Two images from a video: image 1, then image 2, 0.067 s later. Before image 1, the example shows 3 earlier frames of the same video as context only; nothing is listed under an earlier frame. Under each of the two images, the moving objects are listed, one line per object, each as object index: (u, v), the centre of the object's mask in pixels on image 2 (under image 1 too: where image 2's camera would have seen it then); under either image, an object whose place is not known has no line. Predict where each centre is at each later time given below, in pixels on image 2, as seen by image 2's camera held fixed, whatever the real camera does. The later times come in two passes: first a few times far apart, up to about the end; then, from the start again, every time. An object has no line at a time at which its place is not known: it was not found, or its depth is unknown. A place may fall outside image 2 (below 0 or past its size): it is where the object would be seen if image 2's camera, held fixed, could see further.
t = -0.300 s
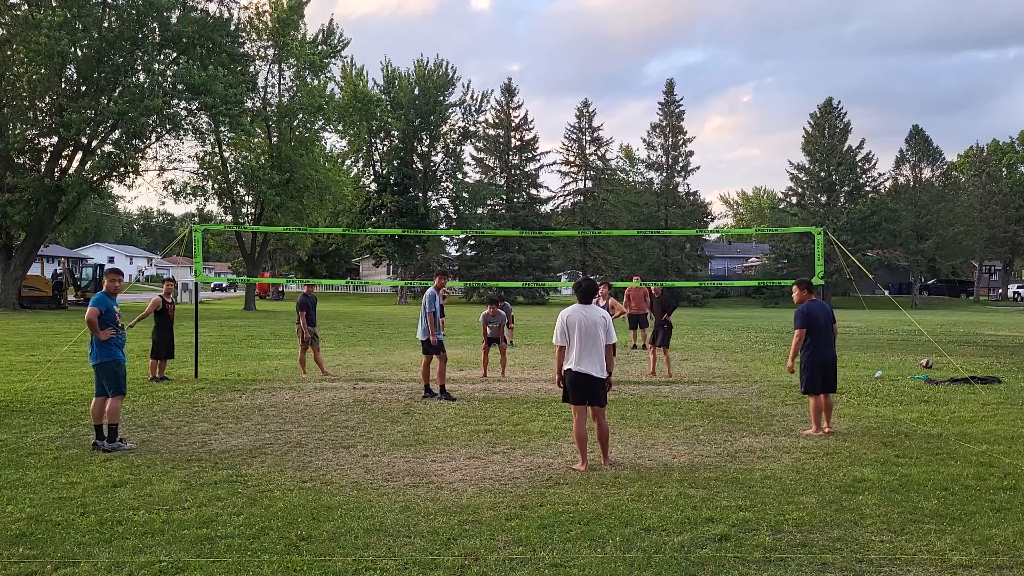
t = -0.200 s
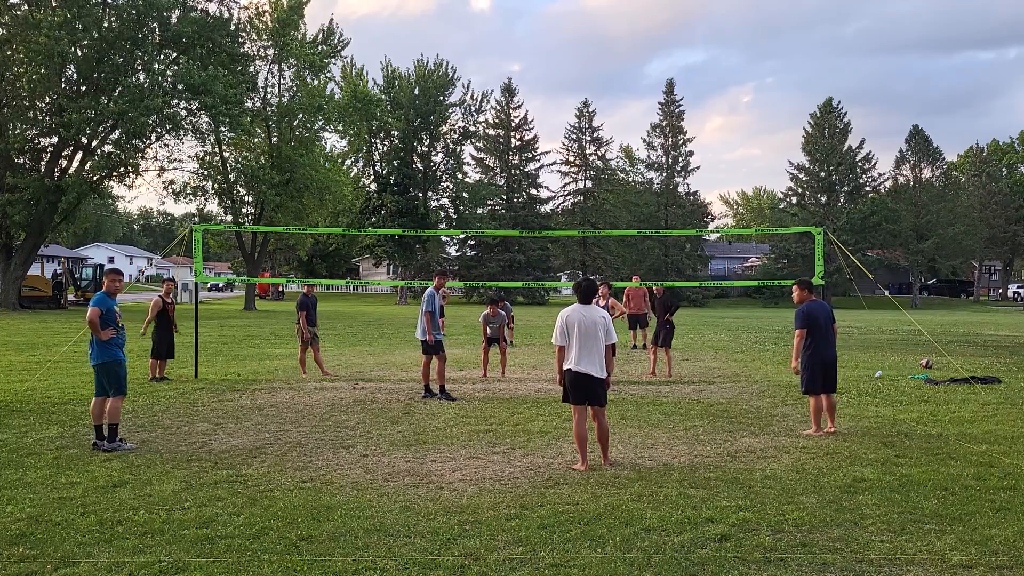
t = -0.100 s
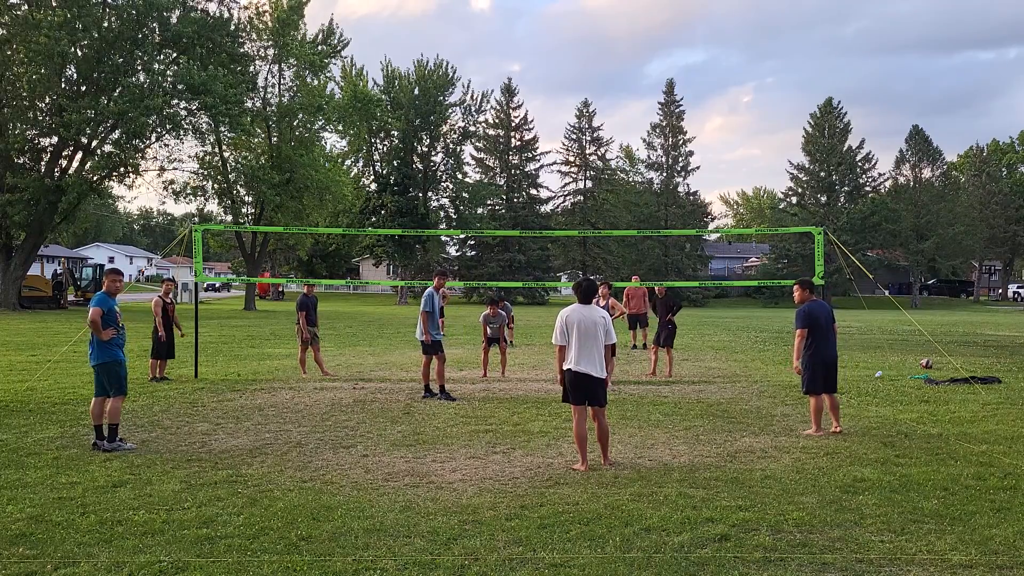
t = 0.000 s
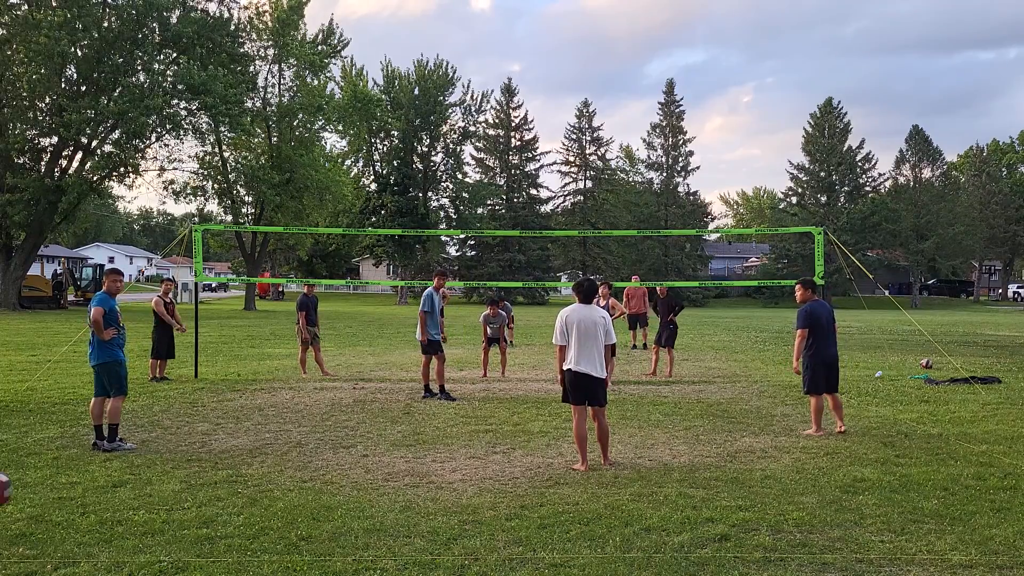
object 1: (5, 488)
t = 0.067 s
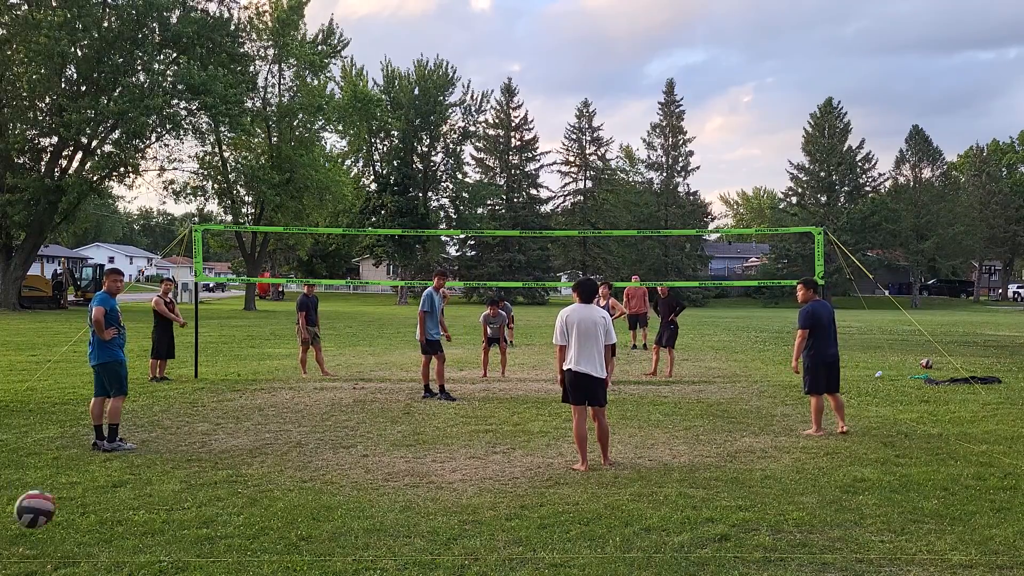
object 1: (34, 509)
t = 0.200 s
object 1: (110, 498)
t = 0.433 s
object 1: (207, 425)
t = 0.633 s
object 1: (265, 429)
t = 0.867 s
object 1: (315, 424)
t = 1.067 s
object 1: (348, 419)
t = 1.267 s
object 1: (375, 399)
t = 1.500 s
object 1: (401, 389)
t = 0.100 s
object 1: (55, 520)
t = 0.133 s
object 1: (75, 533)
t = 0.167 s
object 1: (92, 518)
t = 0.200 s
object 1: (110, 498)
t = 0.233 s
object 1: (126, 480)
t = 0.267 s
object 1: (142, 466)
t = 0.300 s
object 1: (156, 454)
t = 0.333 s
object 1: (170, 443)
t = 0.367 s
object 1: (183, 436)
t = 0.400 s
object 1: (196, 430)
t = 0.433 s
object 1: (207, 425)
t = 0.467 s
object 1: (218, 422)
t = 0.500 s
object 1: (228, 421)
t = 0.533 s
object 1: (237, 421)
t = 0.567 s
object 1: (247, 422)
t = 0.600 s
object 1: (256, 425)
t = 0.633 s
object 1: (265, 429)
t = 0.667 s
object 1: (273, 434)
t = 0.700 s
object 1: (279, 439)
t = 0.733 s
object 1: (287, 447)
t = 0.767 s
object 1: (295, 442)
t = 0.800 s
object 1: (302, 435)
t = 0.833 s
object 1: (309, 428)
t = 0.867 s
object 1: (315, 424)
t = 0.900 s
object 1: (321, 421)
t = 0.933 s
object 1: (327, 419)
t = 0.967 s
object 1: (333, 418)
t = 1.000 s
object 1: (339, 418)
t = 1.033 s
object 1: (344, 419)
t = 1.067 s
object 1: (348, 419)
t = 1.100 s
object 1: (353, 413)
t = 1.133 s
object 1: (358, 408)
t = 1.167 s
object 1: (363, 404)
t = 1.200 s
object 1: (367, 402)
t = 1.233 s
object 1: (371, 400)
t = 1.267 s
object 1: (375, 399)
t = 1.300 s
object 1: (379, 399)
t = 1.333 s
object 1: (383, 401)
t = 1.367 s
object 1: (386, 402)
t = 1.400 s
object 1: (390, 399)
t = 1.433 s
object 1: (394, 395)
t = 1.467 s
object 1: (398, 391)
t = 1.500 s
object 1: (401, 389)
